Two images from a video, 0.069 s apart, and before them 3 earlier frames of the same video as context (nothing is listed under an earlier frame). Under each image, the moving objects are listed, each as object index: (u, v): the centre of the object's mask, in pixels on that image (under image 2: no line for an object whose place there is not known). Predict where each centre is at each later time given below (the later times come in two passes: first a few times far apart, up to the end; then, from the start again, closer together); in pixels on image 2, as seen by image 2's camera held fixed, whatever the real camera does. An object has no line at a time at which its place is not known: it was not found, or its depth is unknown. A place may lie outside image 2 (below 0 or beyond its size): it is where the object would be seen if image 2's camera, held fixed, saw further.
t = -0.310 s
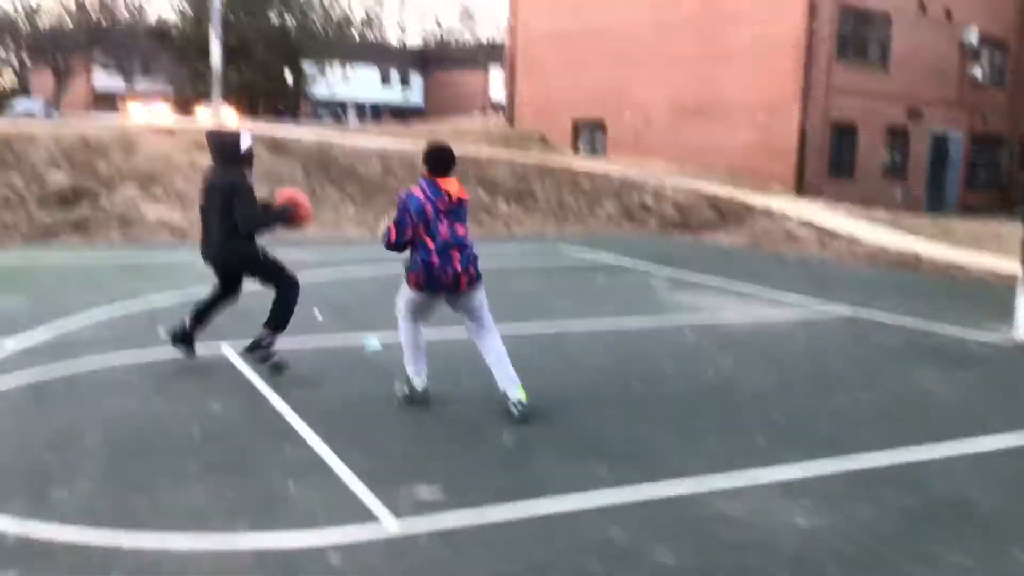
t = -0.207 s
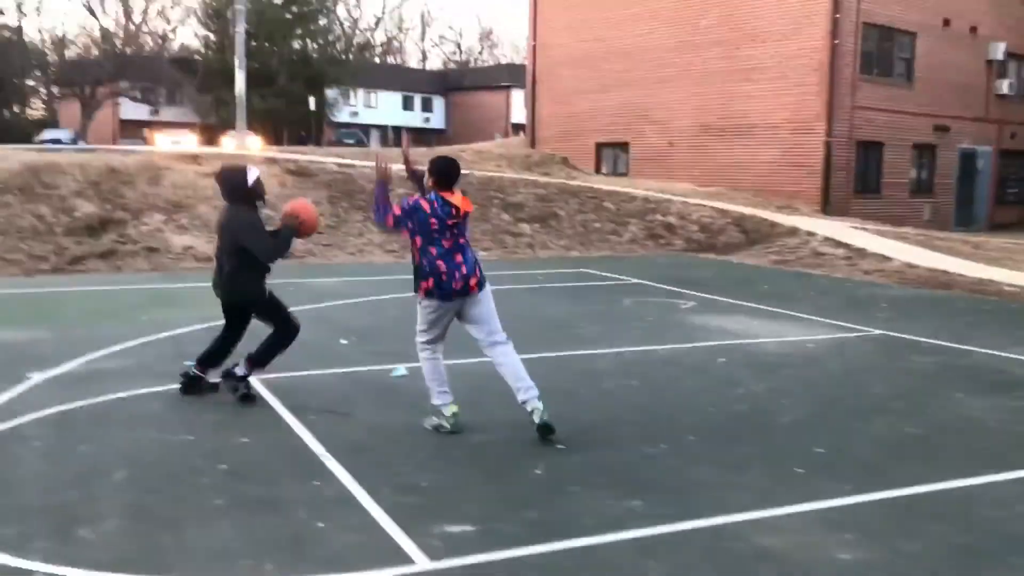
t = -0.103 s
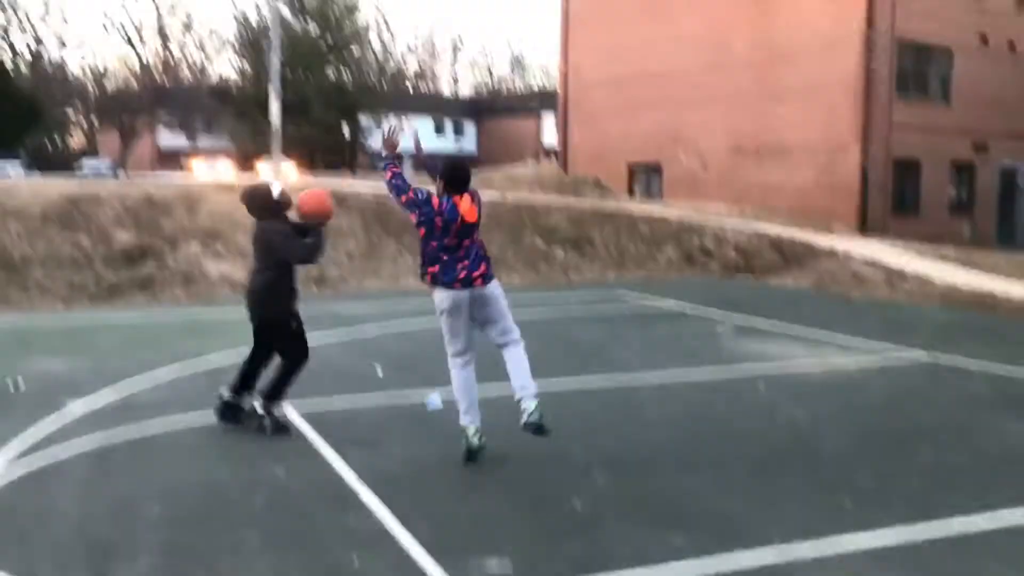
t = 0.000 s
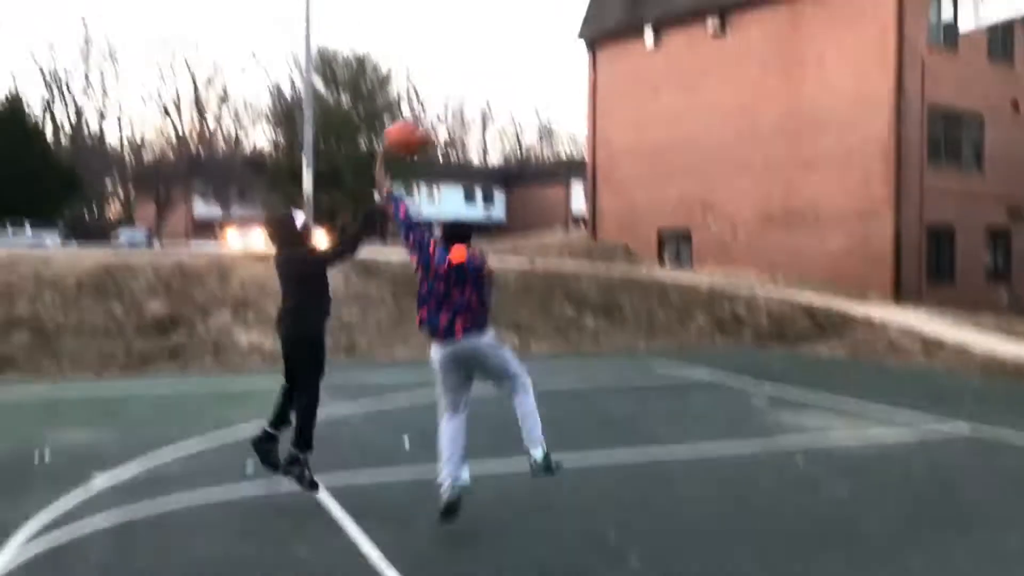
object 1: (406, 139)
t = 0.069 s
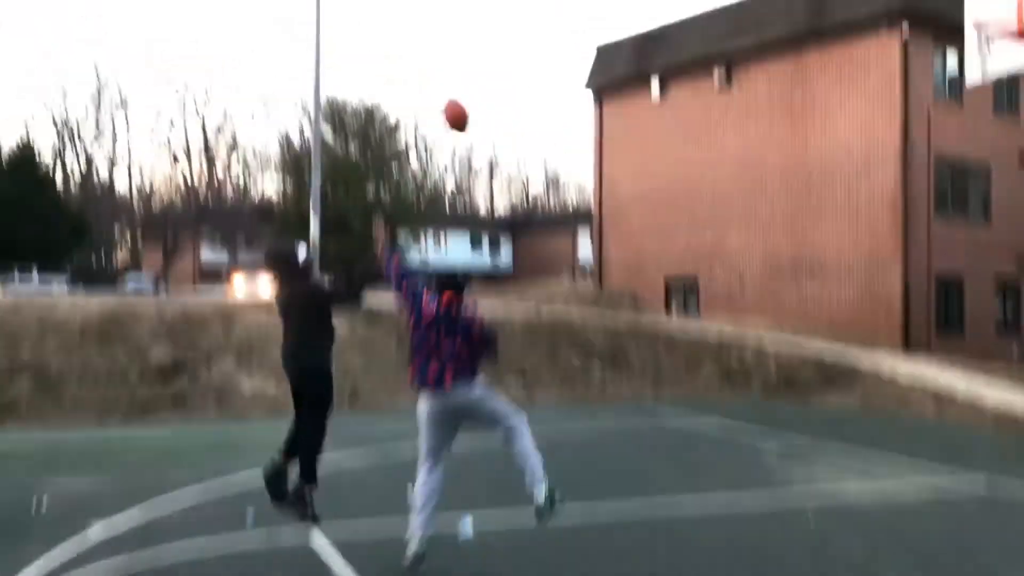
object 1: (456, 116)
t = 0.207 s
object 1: (544, -13)
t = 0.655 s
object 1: (822, -202)
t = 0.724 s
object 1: (858, -202)
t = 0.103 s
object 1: (478, 80)
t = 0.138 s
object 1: (501, 43)
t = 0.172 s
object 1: (523, 14)
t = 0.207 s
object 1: (544, -13)
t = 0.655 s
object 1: (822, -202)
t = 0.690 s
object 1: (841, -203)
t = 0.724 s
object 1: (858, -202)
